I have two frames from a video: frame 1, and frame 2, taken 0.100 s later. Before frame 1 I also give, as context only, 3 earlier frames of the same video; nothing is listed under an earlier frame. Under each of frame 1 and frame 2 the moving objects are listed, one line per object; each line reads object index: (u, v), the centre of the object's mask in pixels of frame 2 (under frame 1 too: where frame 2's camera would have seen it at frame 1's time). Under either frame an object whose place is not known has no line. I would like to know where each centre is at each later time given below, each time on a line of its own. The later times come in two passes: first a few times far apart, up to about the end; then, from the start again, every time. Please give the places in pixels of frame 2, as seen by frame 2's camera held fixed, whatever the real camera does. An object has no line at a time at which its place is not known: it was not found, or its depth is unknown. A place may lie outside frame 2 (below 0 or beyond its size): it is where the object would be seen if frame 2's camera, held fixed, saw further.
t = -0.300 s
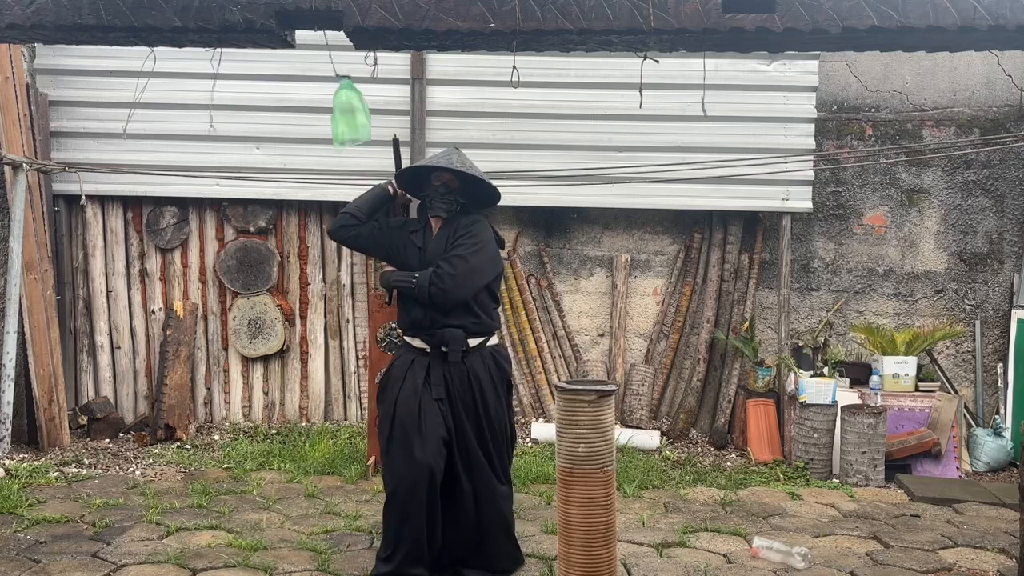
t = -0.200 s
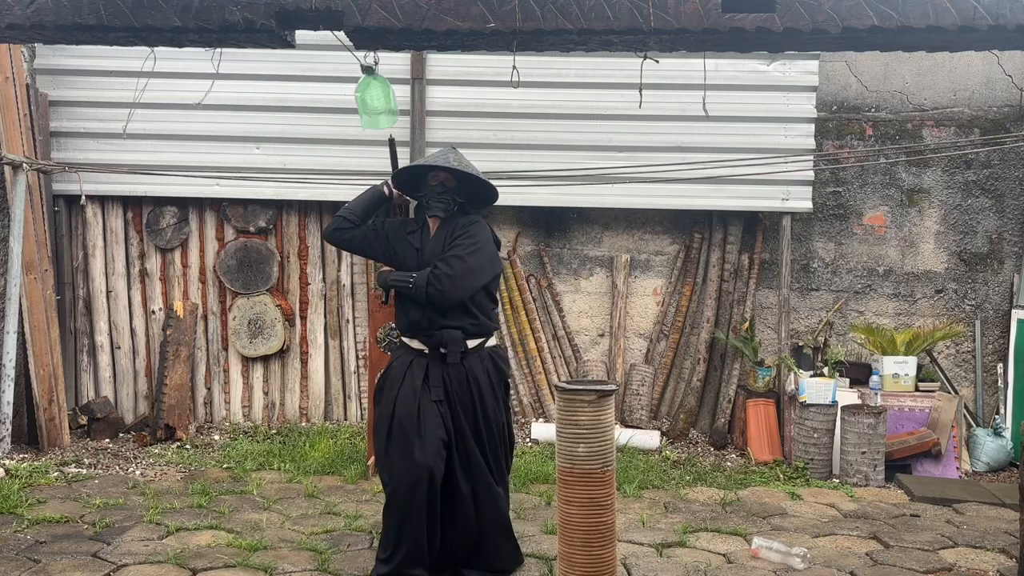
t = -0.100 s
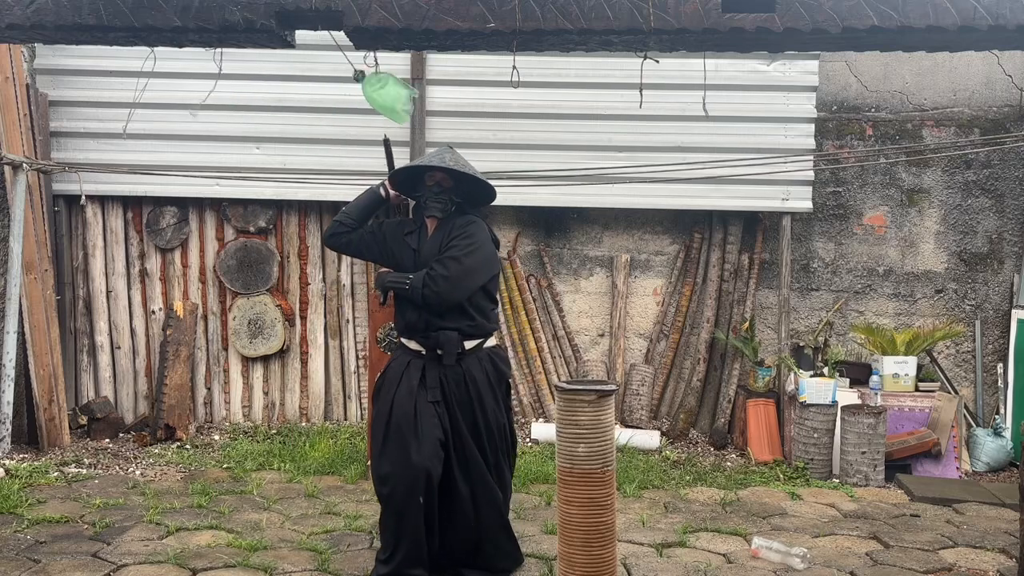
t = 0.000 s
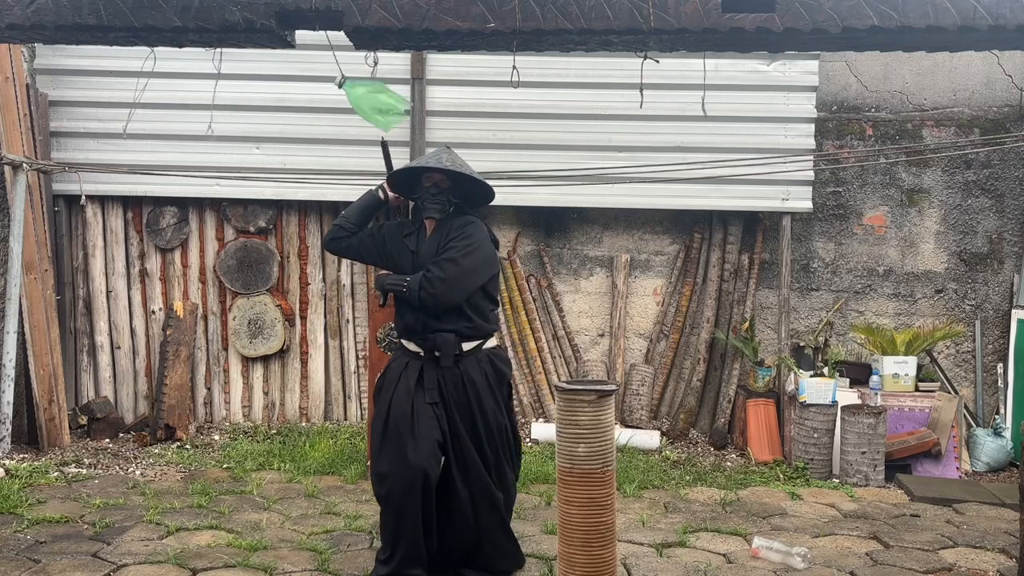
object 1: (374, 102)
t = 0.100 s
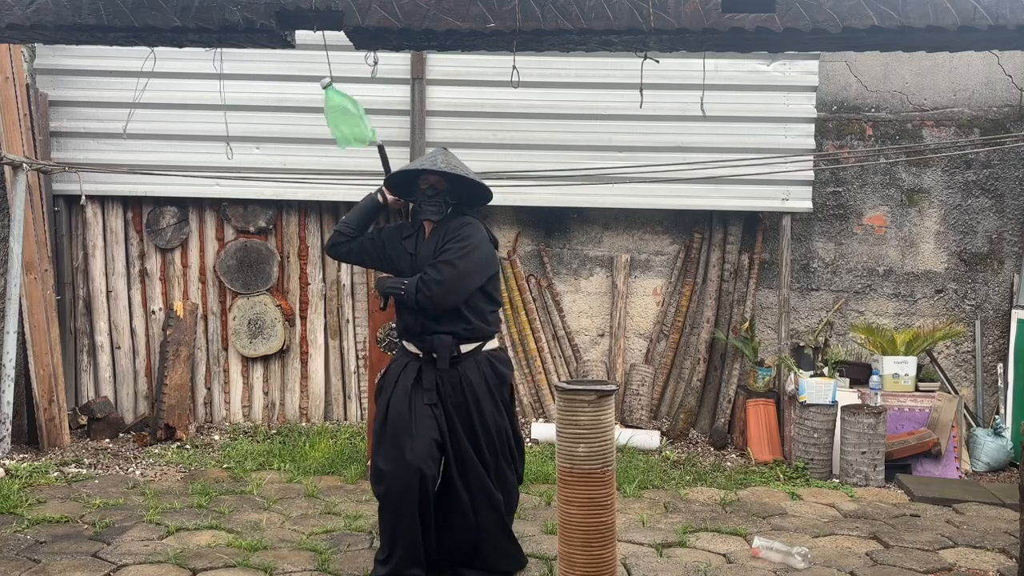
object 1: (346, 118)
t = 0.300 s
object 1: (284, 111)
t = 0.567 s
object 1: (286, 111)
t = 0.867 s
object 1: (348, 117)
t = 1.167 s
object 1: (334, 120)
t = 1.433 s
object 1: (291, 115)
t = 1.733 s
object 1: (316, 118)
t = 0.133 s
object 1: (334, 119)
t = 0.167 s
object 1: (322, 120)
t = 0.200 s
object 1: (311, 118)
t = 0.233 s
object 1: (300, 116)
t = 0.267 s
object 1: (292, 114)
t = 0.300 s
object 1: (284, 111)
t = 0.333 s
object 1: (279, 108)
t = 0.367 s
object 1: (275, 106)
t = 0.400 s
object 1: (273, 105)
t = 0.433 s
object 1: (273, 104)
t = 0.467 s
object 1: (274, 105)
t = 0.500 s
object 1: (276, 106)
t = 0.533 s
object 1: (280, 109)
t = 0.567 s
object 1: (286, 111)
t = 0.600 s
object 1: (292, 114)
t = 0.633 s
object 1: (300, 116)
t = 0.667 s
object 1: (307, 117)
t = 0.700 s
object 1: (316, 118)
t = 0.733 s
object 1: (324, 119)
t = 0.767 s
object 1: (331, 119)
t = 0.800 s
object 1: (338, 119)
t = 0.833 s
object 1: (344, 118)
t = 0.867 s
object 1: (348, 117)
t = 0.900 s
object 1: (351, 116)
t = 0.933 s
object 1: (353, 115)
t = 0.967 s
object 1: (354, 115)
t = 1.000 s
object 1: (353, 115)
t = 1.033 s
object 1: (351, 115)
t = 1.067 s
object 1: (349, 117)
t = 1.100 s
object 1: (345, 119)
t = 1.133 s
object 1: (340, 119)
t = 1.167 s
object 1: (334, 120)
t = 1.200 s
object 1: (329, 119)
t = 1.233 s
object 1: (323, 119)
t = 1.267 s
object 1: (316, 119)
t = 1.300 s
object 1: (310, 119)
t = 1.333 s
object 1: (304, 118)
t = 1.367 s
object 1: (299, 116)
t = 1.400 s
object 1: (294, 115)
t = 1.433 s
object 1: (291, 115)
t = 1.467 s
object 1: (290, 114)
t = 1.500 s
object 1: (290, 114)
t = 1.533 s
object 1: (290, 114)
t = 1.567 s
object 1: (292, 114)
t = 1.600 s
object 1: (296, 114)
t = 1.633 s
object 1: (300, 115)
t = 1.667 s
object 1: (305, 116)
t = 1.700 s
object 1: (311, 117)
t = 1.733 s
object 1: (316, 118)
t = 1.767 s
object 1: (322, 118)
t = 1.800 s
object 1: (327, 119)
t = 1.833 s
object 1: (332, 118)
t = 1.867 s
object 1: (337, 119)
